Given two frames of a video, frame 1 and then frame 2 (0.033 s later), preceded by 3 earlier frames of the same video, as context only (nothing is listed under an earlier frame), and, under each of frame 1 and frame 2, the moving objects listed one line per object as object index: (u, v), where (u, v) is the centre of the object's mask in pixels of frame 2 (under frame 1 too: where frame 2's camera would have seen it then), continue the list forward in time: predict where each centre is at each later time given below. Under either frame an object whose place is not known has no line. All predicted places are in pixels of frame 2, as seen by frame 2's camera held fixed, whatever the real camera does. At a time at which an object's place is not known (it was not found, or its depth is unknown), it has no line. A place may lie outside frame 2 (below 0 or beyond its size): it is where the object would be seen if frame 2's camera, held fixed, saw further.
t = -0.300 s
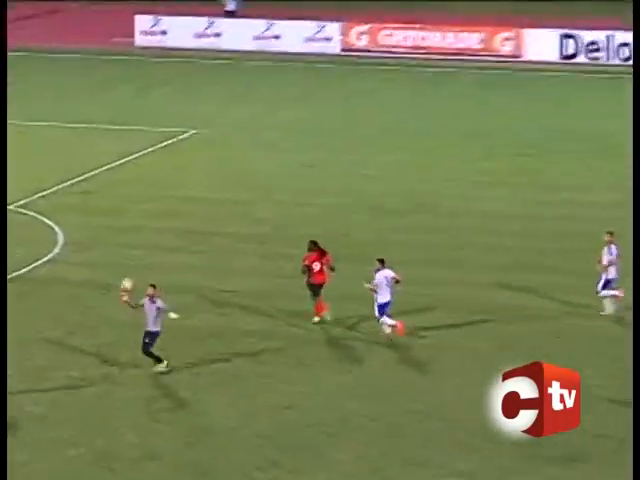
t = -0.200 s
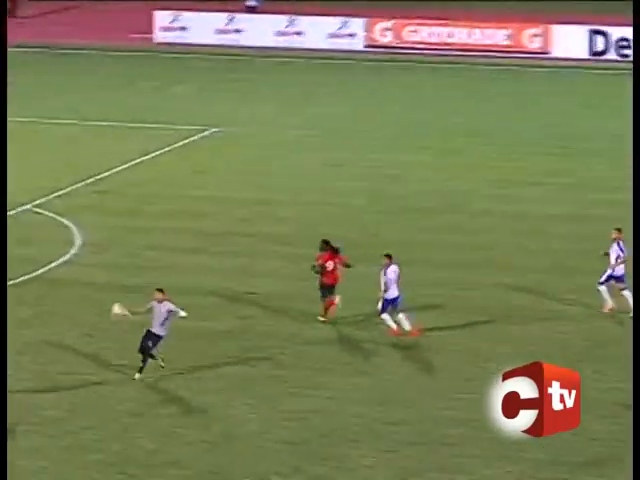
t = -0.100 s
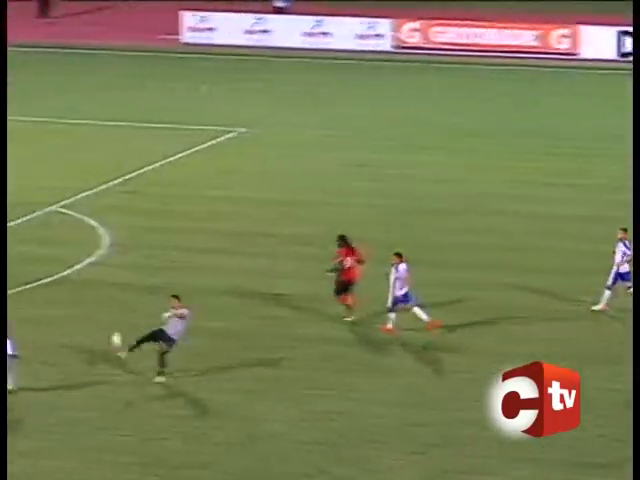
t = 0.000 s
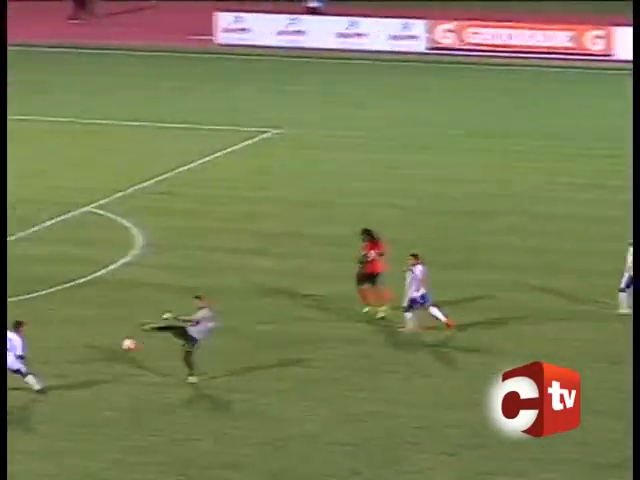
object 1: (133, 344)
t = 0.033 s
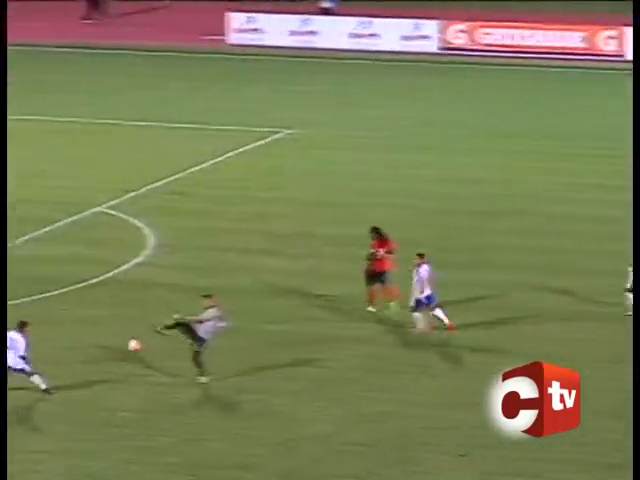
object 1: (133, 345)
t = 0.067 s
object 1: (136, 347)
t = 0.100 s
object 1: (135, 348)
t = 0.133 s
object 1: (133, 351)
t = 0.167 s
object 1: (130, 354)
